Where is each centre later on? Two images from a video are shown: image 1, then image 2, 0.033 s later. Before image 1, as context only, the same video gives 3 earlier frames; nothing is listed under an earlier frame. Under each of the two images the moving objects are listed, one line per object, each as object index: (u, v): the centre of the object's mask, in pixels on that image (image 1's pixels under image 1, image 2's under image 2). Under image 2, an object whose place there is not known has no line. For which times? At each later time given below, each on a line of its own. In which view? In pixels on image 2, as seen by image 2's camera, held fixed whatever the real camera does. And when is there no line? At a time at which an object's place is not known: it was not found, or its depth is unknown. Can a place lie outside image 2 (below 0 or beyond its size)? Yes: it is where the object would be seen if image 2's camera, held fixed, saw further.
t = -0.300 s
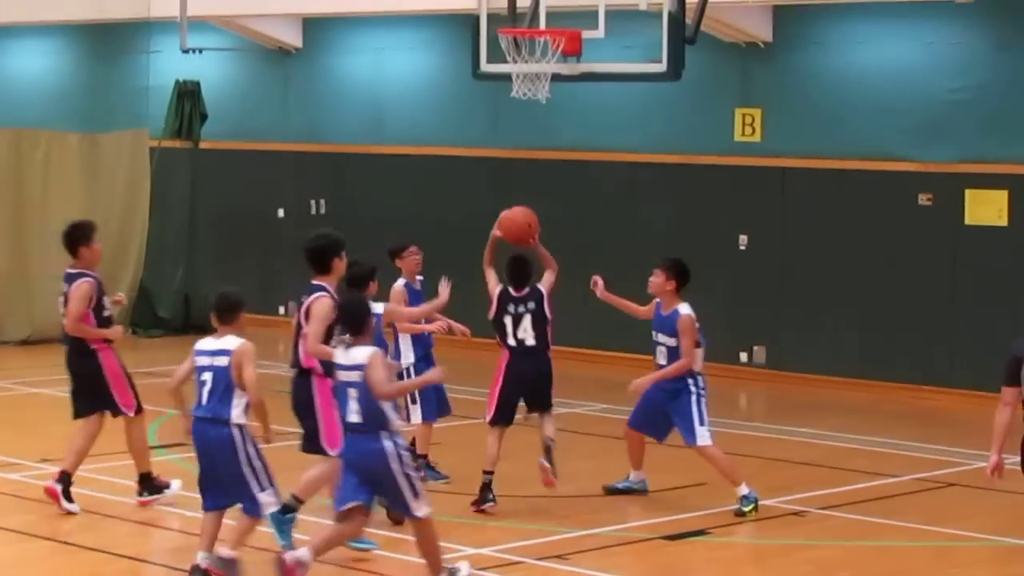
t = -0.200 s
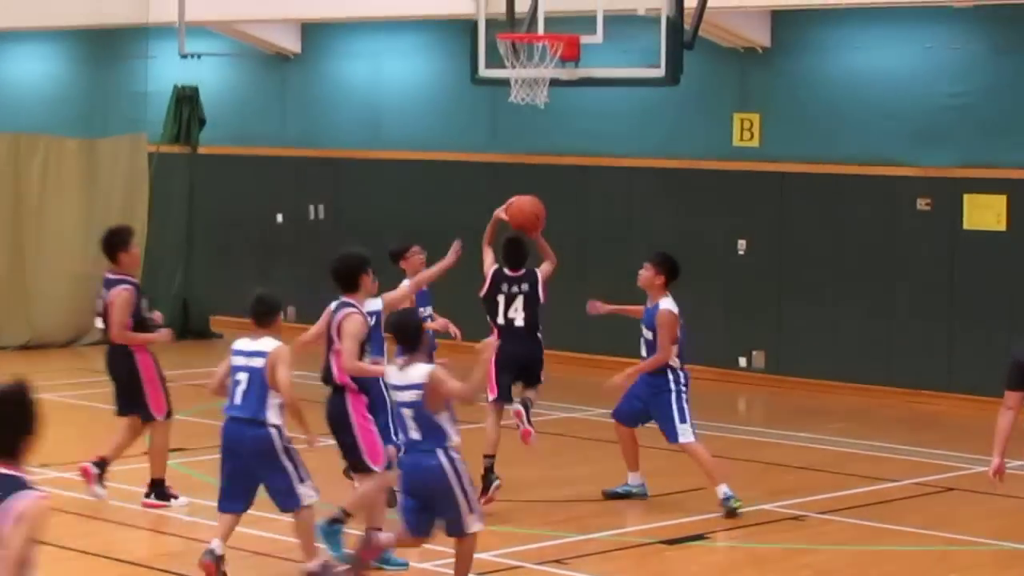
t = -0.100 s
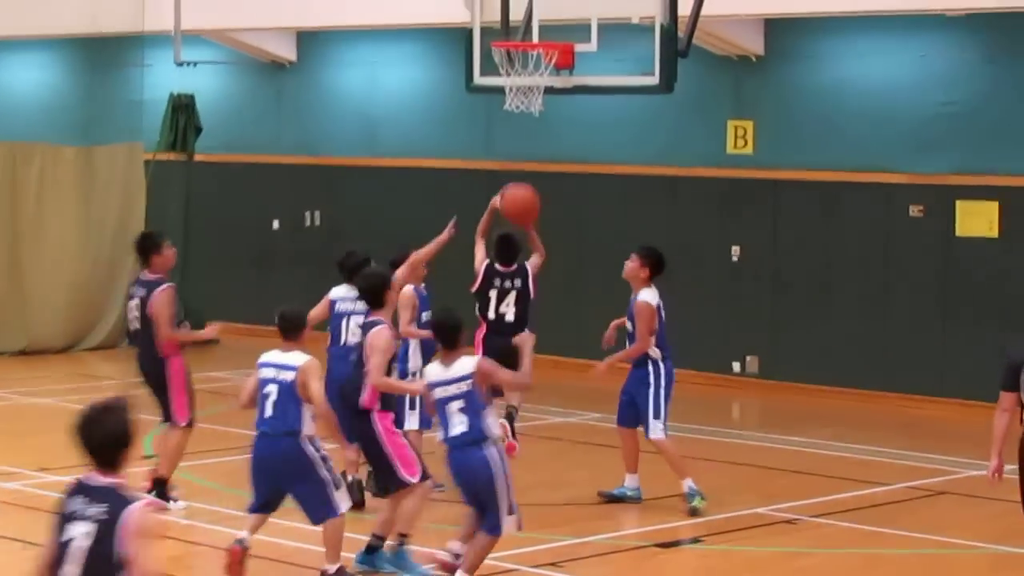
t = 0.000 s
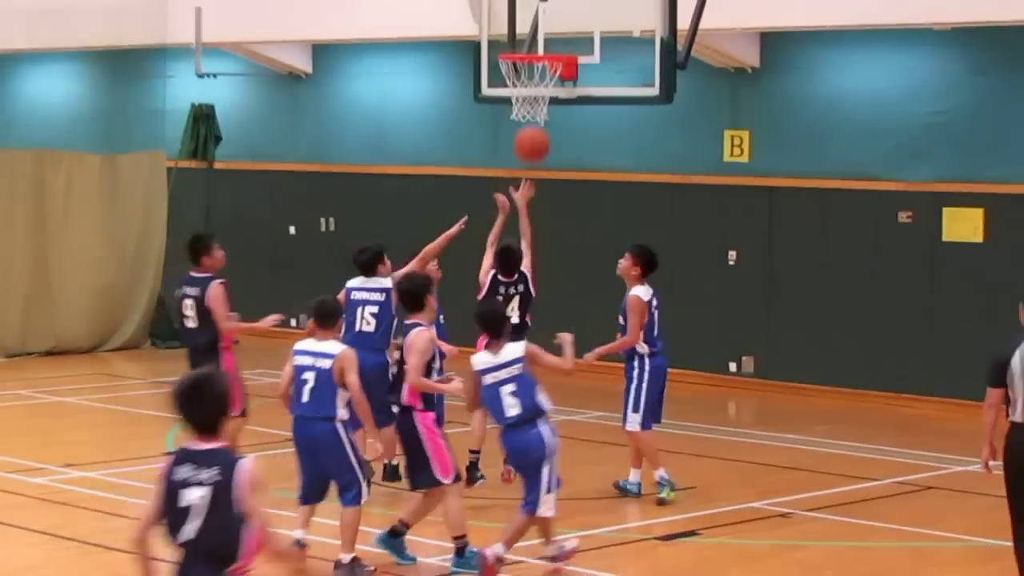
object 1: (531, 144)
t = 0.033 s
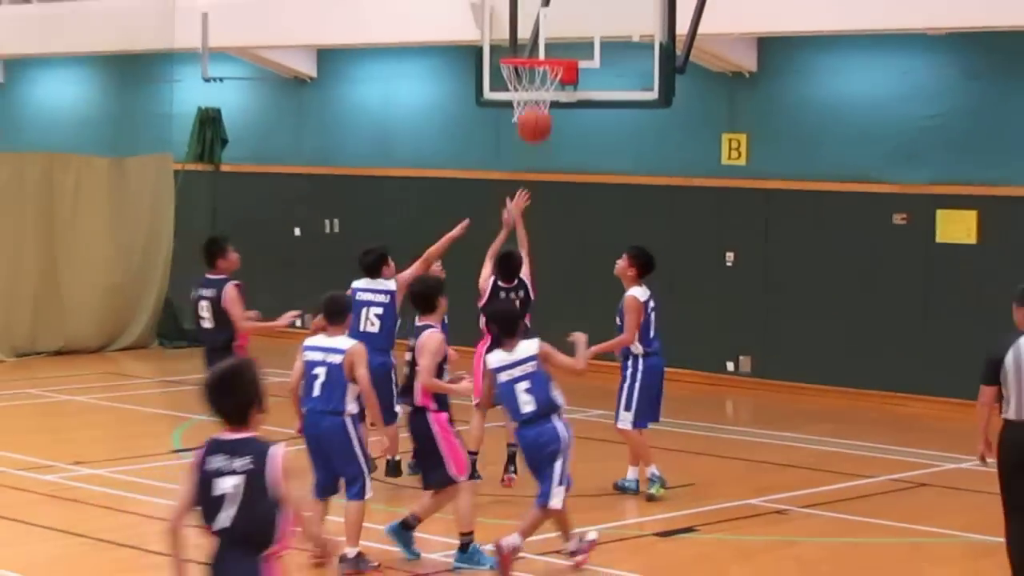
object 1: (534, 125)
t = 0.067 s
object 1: (535, 103)
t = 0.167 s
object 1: (540, 50)
